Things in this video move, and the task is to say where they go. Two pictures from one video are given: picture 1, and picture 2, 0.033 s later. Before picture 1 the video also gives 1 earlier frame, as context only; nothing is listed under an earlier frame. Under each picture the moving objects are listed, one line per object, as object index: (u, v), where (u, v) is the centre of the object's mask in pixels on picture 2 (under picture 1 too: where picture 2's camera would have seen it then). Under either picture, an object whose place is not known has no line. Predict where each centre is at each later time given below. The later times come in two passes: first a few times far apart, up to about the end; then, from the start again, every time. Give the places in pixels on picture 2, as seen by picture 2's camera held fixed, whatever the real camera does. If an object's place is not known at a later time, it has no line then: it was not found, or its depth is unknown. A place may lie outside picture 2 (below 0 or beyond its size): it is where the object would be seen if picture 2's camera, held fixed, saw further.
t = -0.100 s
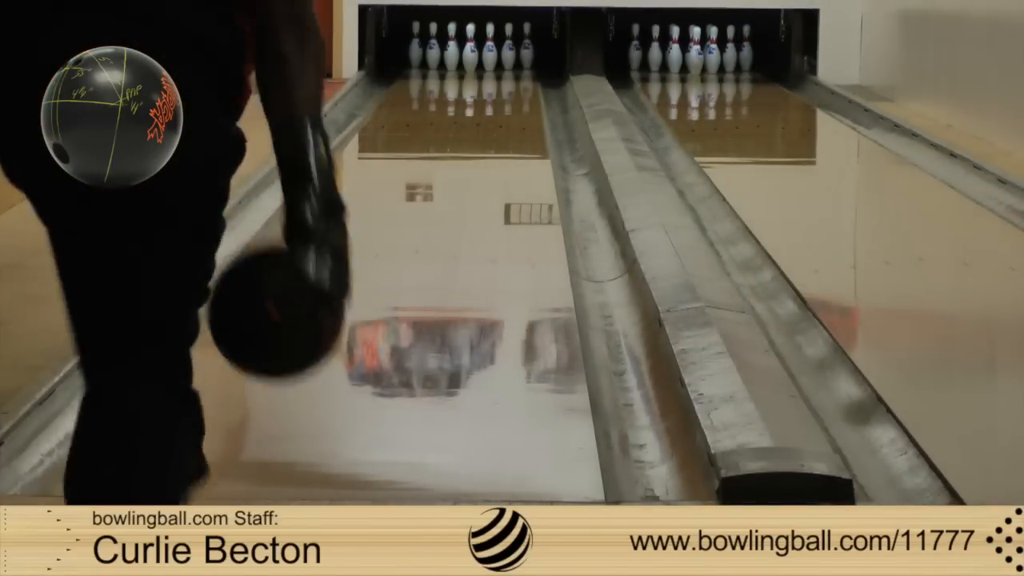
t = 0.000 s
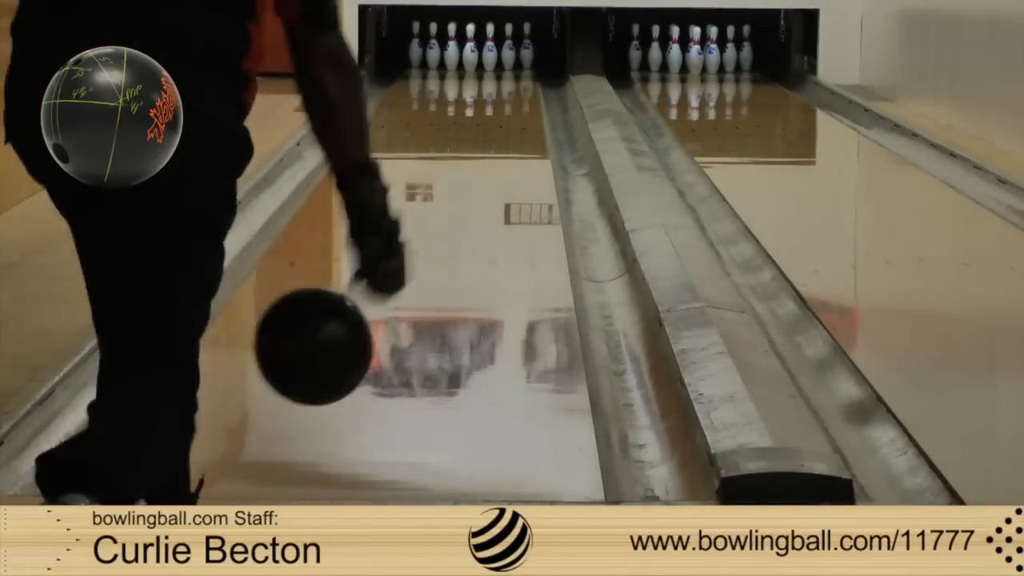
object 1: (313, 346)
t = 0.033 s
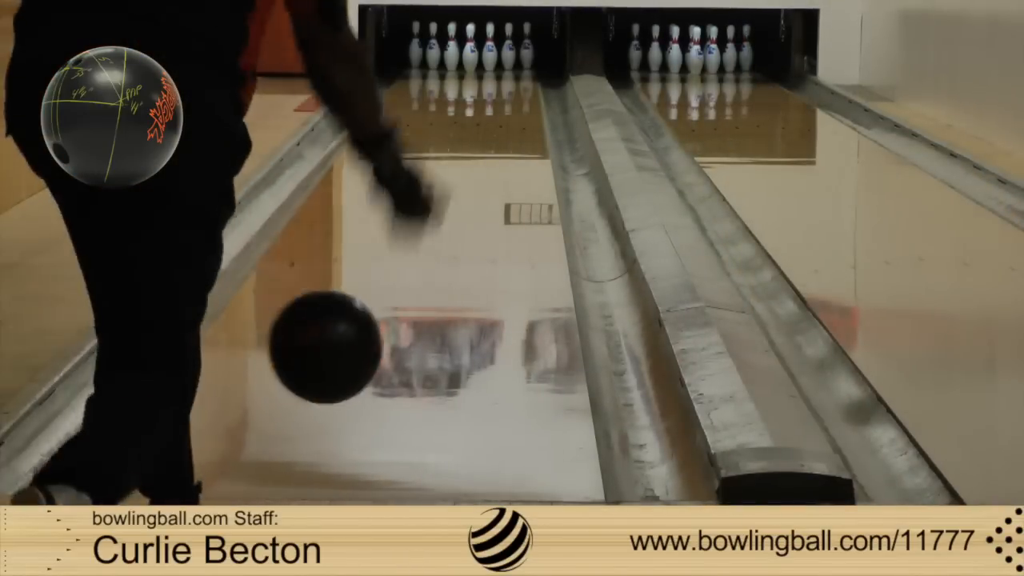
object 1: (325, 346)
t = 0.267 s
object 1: (385, 348)
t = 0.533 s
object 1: (425, 268)
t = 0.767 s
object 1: (448, 216)
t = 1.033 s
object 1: (466, 174)
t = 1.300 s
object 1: (478, 143)
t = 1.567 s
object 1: (486, 120)
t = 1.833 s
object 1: (492, 100)
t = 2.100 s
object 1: (495, 84)
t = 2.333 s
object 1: (492, 74)
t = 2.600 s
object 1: (484, 64)
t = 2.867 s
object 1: (483, 58)
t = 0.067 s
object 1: (336, 352)
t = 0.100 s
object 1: (346, 362)
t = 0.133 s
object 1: (355, 377)
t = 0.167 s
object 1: (364, 395)
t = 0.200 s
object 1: (371, 379)
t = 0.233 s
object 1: (378, 361)
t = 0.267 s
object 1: (385, 348)
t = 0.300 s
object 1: (391, 340)
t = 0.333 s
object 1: (398, 329)
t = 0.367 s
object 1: (403, 317)
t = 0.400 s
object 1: (408, 306)
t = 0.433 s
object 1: (413, 296)
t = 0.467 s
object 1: (417, 286)
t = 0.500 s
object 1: (422, 276)
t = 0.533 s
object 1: (425, 268)
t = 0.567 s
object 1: (429, 259)
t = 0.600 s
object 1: (433, 251)
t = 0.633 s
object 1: (437, 243)
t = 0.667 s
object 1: (440, 236)
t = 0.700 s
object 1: (443, 229)
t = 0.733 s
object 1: (446, 222)
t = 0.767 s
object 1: (448, 216)
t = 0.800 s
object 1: (451, 210)
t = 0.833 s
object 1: (454, 204)
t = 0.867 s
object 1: (456, 198)
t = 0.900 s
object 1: (458, 193)
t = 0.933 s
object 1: (461, 187)
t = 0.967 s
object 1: (463, 183)
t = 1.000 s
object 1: (464, 178)
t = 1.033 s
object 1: (466, 174)
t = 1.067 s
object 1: (468, 169)
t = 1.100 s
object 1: (469, 166)
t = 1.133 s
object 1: (471, 162)
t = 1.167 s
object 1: (473, 157)
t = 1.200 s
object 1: (474, 154)
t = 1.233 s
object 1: (475, 150)
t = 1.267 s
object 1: (477, 146)
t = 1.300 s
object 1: (478, 143)
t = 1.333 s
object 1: (479, 140)
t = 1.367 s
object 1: (480, 136)
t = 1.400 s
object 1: (481, 133)
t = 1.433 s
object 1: (483, 130)
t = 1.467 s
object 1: (483, 127)
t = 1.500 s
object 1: (484, 125)
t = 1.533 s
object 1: (485, 122)
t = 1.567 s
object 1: (486, 120)
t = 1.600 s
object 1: (487, 117)
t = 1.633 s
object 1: (488, 114)
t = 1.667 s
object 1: (489, 112)
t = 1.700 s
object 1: (490, 110)
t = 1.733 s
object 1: (490, 107)
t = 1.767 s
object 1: (491, 105)
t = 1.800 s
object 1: (491, 102)
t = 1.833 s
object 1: (492, 100)
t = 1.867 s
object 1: (493, 98)
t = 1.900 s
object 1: (494, 95)
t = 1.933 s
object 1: (494, 94)
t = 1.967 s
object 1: (494, 92)
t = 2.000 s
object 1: (494, 90)
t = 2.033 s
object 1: (495, 88)
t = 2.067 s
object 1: (495, 86)
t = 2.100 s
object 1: (495, 84)
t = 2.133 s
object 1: (495, 83)
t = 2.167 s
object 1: (494, 81)
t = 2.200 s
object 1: (494, 80)
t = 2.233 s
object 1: (493, 78)
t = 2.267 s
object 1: (493, 77)
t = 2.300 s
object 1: (492, 76)
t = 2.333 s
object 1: (492, 74)
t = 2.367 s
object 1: (491, 73)
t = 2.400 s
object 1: (491, 71)
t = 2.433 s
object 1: (490, 70)
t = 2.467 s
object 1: (489, 69)
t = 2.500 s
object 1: (488, 68)
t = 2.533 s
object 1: (487, 66)
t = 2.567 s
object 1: (485, 65)
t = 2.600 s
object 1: (484, 64)
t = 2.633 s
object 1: (483, 63)
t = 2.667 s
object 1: (481, 62)
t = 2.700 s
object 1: (479, 61)
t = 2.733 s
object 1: (480, 59)
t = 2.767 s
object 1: (482, 59)
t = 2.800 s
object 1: (482, 59)
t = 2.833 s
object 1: (482, 58)
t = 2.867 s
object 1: (483, 58)
